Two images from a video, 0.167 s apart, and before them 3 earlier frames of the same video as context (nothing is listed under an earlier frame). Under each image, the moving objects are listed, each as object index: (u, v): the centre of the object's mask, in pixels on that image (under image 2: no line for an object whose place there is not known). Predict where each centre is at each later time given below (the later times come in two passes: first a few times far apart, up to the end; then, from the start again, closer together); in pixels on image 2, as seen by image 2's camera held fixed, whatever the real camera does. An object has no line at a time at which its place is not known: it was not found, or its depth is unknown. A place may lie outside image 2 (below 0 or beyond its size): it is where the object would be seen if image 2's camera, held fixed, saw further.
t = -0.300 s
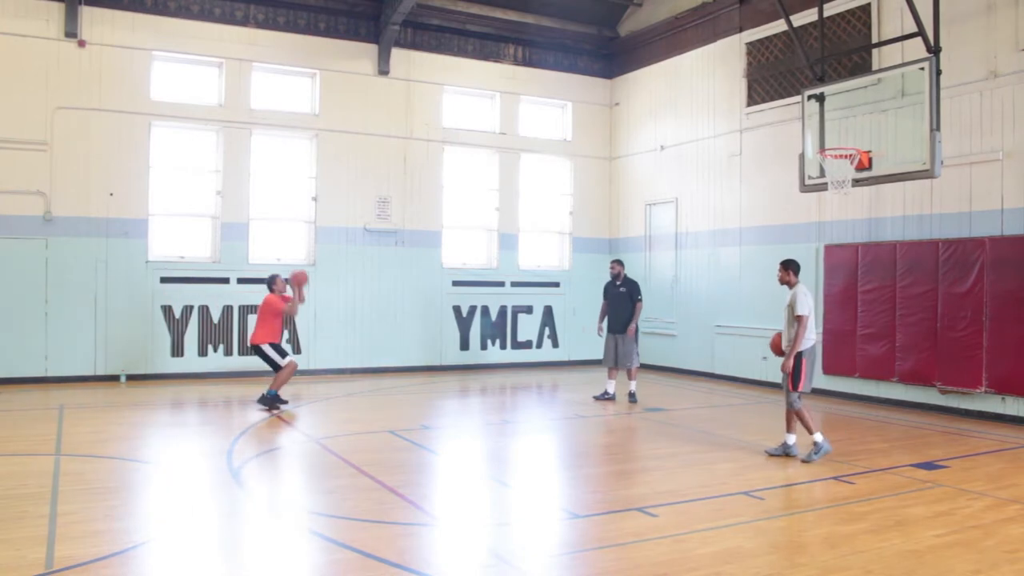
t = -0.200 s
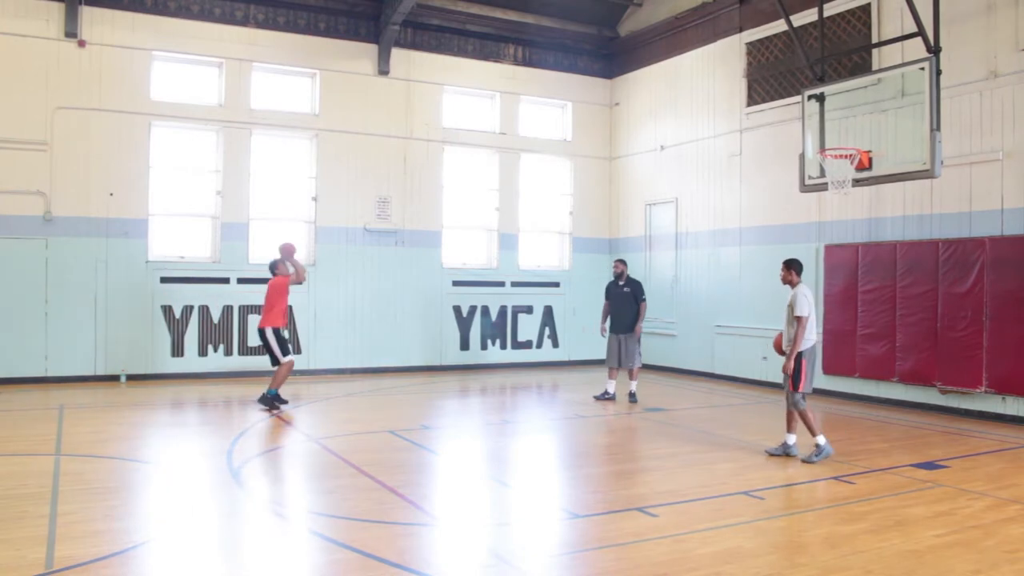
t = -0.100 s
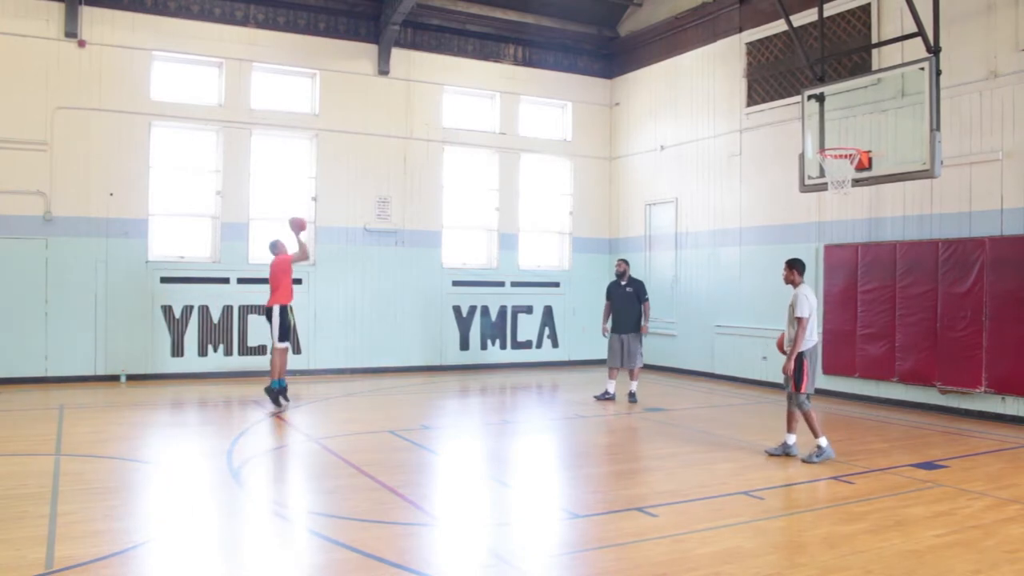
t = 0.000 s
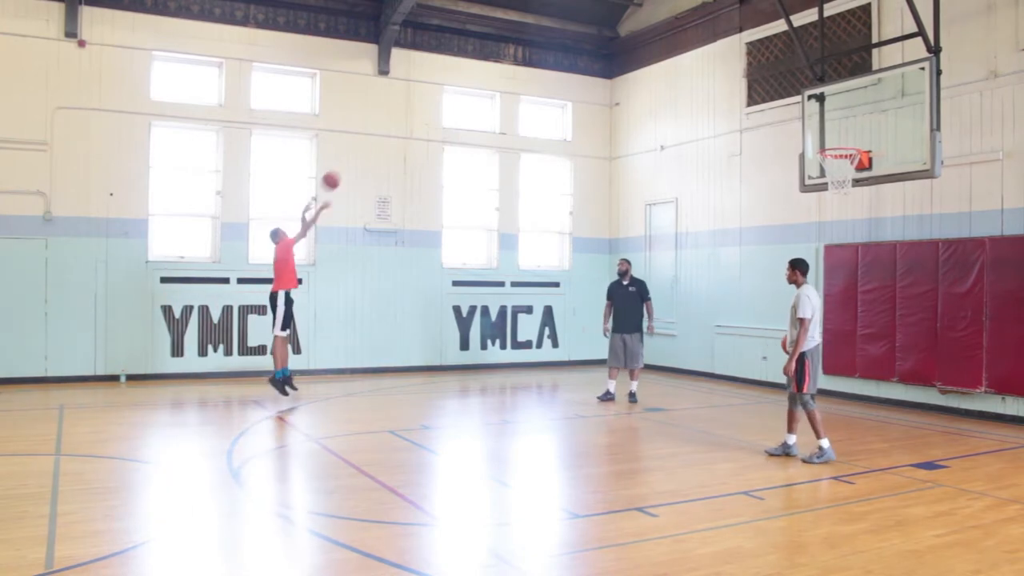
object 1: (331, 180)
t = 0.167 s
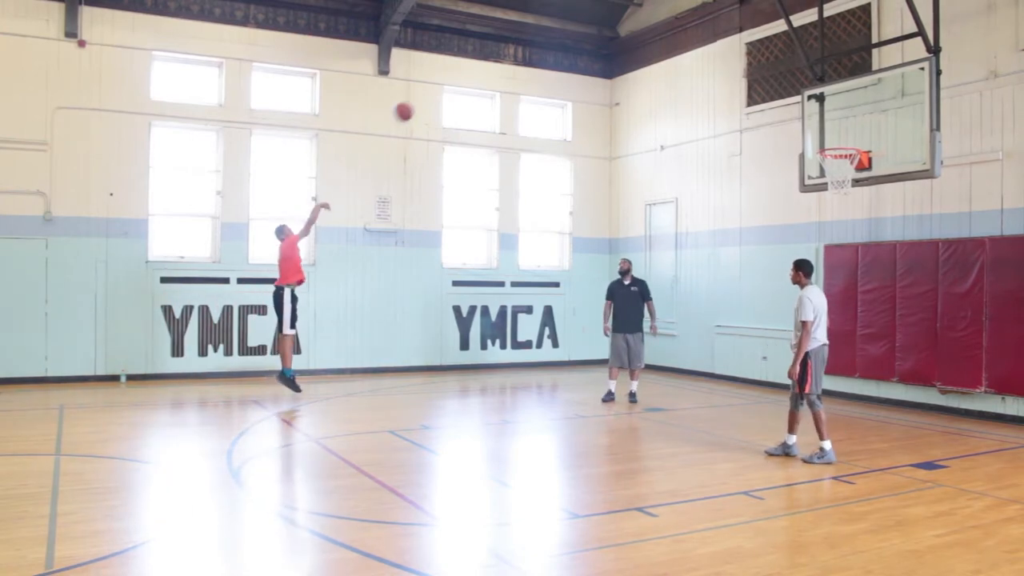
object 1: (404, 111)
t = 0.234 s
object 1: (433, 90)
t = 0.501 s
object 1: (553, 40)
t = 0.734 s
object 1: (659, 43)
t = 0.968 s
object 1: (767, 91)
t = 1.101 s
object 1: (829, 141)
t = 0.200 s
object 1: (418, 100)
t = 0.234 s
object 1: (433, 90)
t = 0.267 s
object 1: (448, 81)
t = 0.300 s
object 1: (463, 72)
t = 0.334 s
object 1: (478, 64)
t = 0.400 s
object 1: (509, 52)
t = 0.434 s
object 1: (523, 47)
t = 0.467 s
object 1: (538, 43)
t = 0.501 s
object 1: (553, 40)
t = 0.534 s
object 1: (568, 38)
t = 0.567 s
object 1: (583, 36)
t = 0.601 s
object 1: (599, 36)
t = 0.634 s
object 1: (613, 36)
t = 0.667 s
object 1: (629, 37)
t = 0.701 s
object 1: (644, 40)
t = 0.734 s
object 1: (659, 43)
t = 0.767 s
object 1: (674, 47)
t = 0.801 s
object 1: (689, 51)
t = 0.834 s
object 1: (706, 58)
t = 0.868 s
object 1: (721, 65)
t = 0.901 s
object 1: (737, 73)
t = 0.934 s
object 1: (753, 82)
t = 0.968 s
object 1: (767, 91)
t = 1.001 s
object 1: (783, 102)
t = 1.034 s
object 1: (799, 115)
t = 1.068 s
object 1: (813, 128)
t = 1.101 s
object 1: (829, 141)
